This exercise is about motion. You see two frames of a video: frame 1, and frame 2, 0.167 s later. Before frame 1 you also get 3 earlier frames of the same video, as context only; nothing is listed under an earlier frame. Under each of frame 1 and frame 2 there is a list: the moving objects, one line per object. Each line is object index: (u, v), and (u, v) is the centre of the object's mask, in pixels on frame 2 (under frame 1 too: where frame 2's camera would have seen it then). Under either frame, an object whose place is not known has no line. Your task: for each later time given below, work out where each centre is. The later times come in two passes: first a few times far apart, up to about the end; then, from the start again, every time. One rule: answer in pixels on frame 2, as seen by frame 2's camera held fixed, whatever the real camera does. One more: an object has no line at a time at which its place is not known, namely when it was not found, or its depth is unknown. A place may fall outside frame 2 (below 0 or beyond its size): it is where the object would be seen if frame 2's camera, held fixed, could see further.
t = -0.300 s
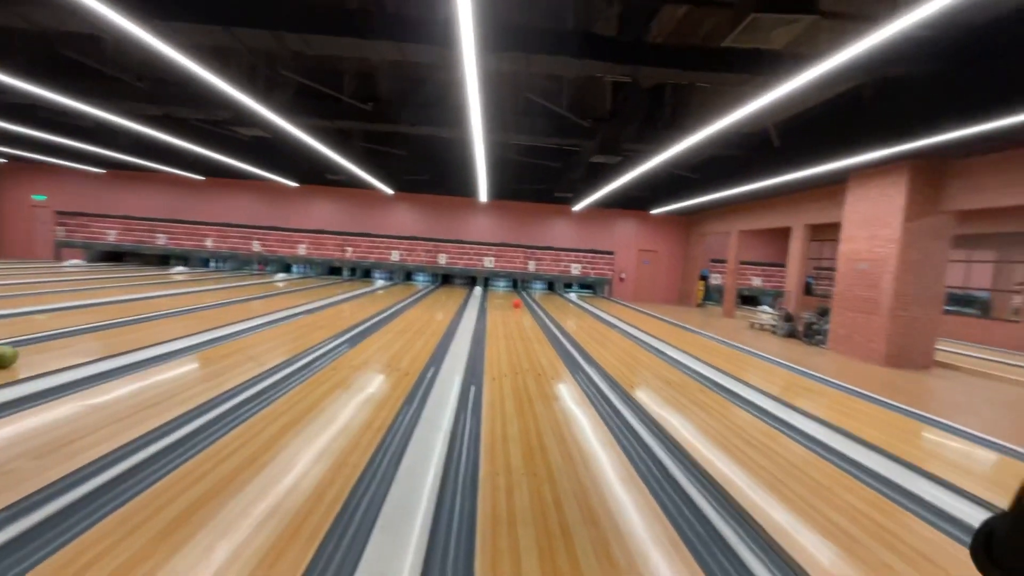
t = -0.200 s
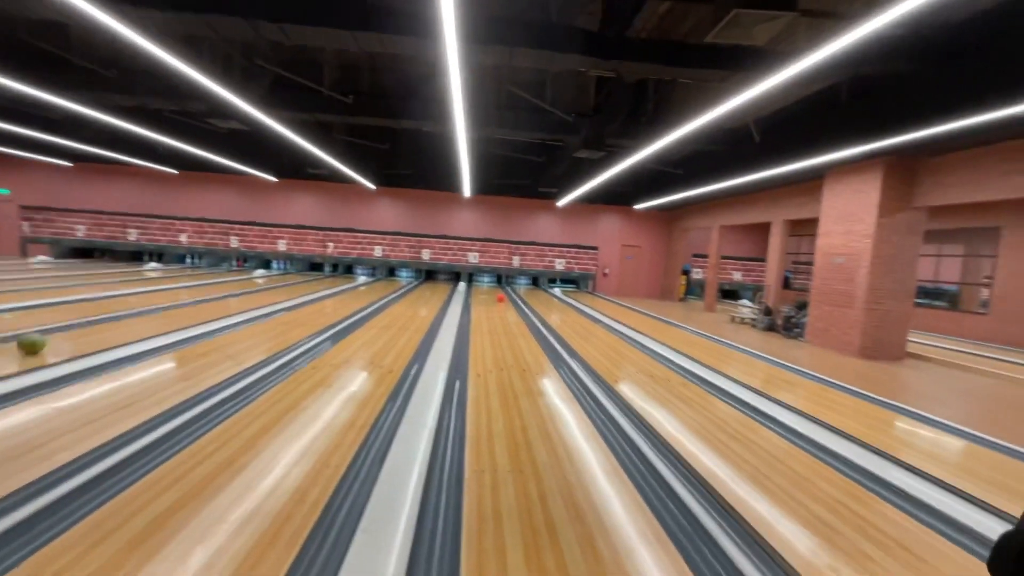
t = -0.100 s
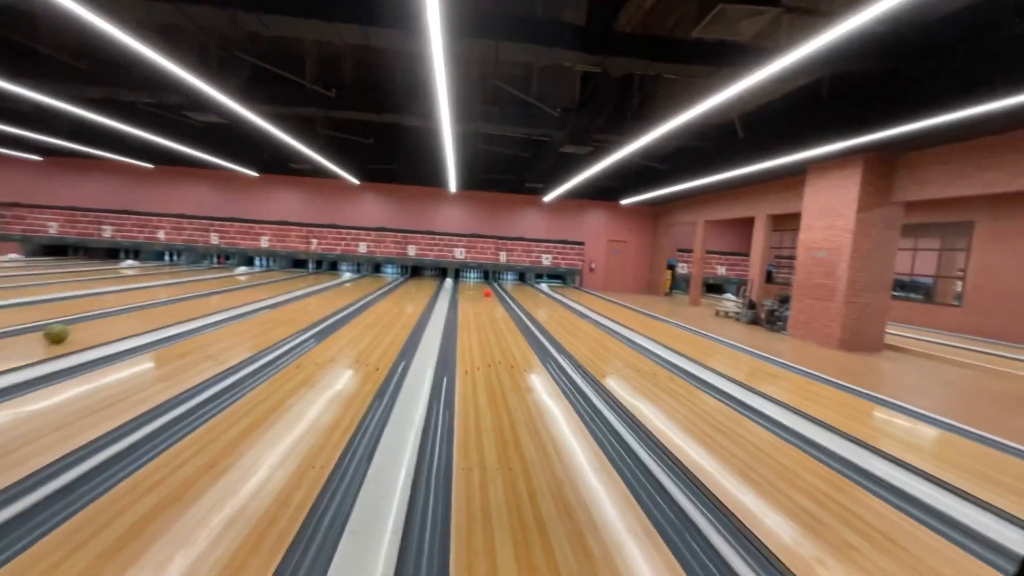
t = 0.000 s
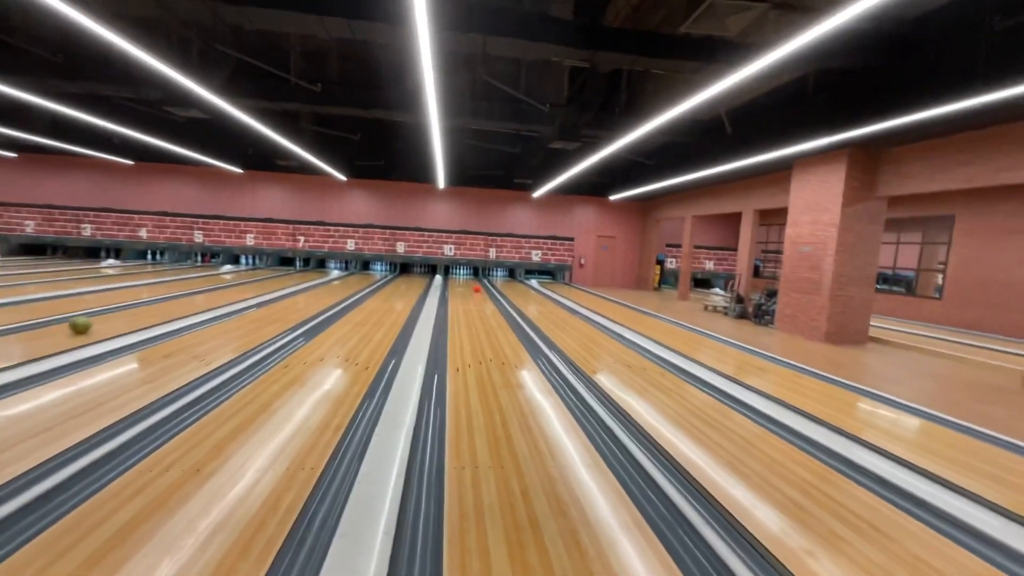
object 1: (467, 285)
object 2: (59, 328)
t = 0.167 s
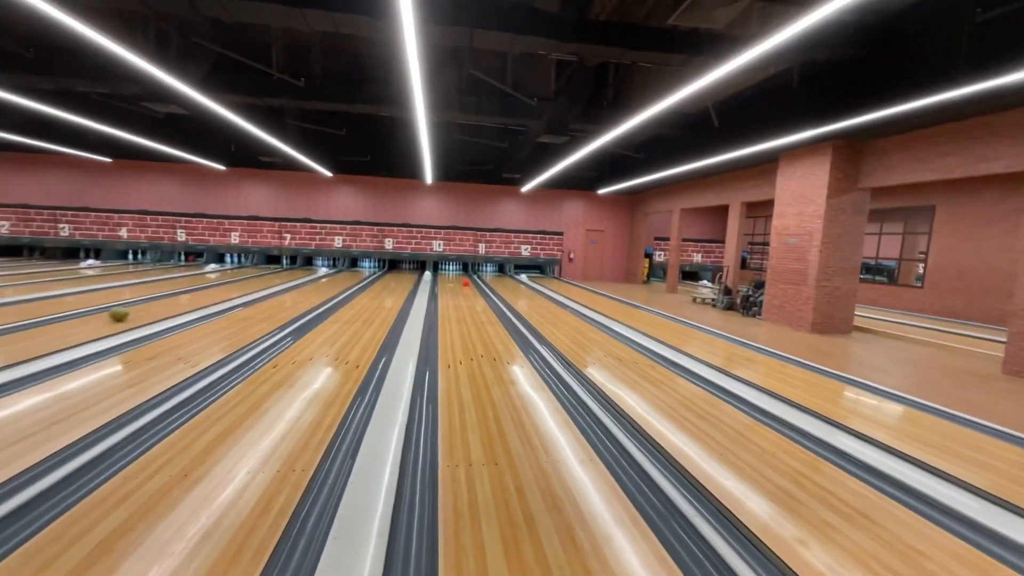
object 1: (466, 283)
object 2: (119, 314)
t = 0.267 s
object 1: (465, 282)
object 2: (146, 308)
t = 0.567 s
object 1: (465, 279)
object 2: (203, 294)
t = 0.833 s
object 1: (464, 277)
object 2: (235, 286)
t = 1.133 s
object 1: (463, 275)
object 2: (261, 279)
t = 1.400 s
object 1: (463, 273)
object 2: (278, 275)
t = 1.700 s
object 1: (462, 272)
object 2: (291, 272)
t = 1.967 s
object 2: (301, 269)
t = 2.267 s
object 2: (310, 267)
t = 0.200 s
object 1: (466, 282)
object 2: (128, 312)
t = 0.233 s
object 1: (465, 282)
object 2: (137, 310)
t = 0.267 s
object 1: (465, 282)
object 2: (146, 308)
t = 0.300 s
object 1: (465, 281)
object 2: (153, 305)
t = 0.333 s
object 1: (465, 281)
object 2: (161, 304)
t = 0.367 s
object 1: (465, 281)
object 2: (168, 302)
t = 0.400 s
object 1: (465, 280)
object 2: (175, 301)
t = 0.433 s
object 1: (465, 280)
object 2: (181, 299)
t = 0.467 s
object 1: (465, 279)
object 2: (187, 298)
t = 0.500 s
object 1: (465, 279)
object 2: (192, 296)
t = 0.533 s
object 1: (465, 279)
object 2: (198, 295)
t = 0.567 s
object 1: (465, 279)
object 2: (203, 294)
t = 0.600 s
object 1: (465, 279)
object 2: (208, 293)
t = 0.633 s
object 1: (465, 278)
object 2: (212, 291)
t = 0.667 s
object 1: (465, 278)
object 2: (216, 290)
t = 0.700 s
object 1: (465, 278)
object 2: (221, 289)
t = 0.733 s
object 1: (464, 277)
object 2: (225, 289)
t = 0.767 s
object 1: (464, 277)
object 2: (229, 288)
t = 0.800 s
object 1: (464, 277)
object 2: (232, 287)
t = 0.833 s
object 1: (464, 277)
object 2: (235, 286)
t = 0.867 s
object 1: (464, 277)
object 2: (239, 285)
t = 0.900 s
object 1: (464, 276)
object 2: (242, 284)
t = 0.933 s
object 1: (464, 276)
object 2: (245, 283)
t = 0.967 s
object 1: (464, 276)
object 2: (248, 283)
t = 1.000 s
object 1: (464, 276)
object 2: (251, 282)
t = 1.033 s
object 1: (463, 276)
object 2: (254, 282)
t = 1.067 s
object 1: (463, 275)
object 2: (256, 281)
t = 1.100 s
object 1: (463, 275)
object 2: (259, 280)
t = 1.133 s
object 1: (463, 275)
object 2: (261, 279)
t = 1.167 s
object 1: (463, 275)
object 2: (263, 279)
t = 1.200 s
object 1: (463, 274)
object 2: (266, 278)
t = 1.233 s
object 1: (463, 274)
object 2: (268, 278)
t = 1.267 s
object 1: (463, 274)
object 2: (270, 277)
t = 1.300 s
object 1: (463, 274)
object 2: (272, 277)
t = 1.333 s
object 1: (463, 273)
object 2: (274, 276)
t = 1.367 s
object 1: (463, 273)
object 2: (276, 276)
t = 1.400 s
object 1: (463, 273)
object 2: (278, 275)
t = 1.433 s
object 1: (463, 273)
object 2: (279, 275)
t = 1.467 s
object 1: (463, 273)
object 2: (281, 275)
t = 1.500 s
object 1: (463, 273)
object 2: (283, 274)
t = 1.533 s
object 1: (463, 272)
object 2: (284, 274)
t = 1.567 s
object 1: (463, 272)
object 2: (285, 273)
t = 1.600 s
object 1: (462, 272)
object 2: (287, 273)
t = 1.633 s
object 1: (462, 272)
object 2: (288, 273)
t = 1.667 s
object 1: (462, 272)
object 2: (290, 272)
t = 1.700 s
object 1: (462, 272)
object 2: (291, 272)
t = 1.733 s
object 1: (462, 272)
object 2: (293, 271)
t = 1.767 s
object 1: (462, 272)
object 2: (294, 271)
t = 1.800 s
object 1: (462, 271)
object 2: (295, 270)
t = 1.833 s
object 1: (462, 271)
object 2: (296, 270)
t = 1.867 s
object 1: (461, 271)
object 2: (298, 270)
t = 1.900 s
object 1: (461, 271)
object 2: (299, 270)
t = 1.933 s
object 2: (300, 269)
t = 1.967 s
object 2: (301, 269)
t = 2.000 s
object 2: (302, 269)
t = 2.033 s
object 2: (304, 268)
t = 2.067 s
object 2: (305, 268)
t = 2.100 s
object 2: (306, 268)
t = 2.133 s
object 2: (307, 268)
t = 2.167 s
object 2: (308, 267)
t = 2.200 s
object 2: (309, 267)
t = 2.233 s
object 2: (310, 267)
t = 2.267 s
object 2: (310, 267)
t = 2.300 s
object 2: (312, 267)
